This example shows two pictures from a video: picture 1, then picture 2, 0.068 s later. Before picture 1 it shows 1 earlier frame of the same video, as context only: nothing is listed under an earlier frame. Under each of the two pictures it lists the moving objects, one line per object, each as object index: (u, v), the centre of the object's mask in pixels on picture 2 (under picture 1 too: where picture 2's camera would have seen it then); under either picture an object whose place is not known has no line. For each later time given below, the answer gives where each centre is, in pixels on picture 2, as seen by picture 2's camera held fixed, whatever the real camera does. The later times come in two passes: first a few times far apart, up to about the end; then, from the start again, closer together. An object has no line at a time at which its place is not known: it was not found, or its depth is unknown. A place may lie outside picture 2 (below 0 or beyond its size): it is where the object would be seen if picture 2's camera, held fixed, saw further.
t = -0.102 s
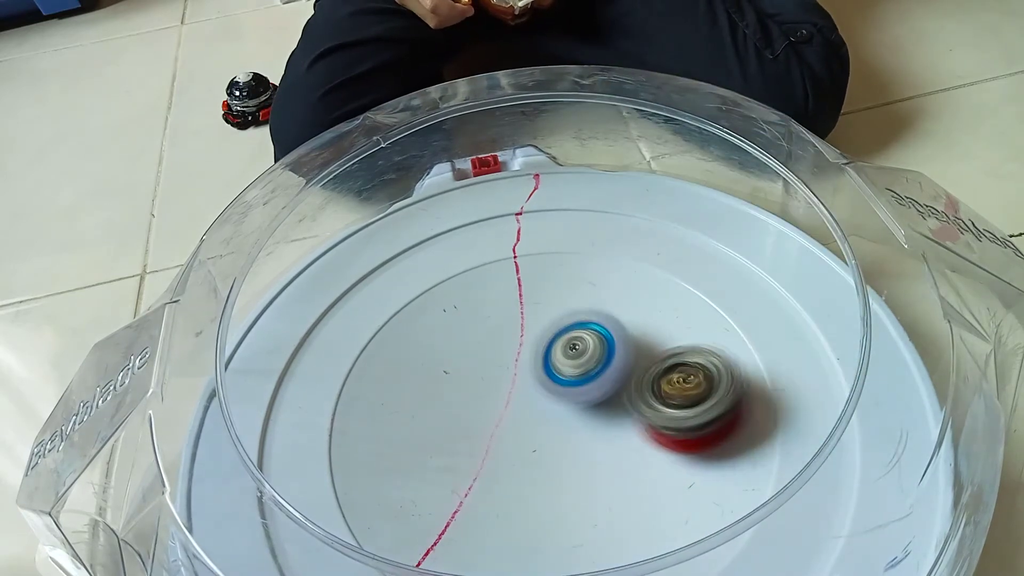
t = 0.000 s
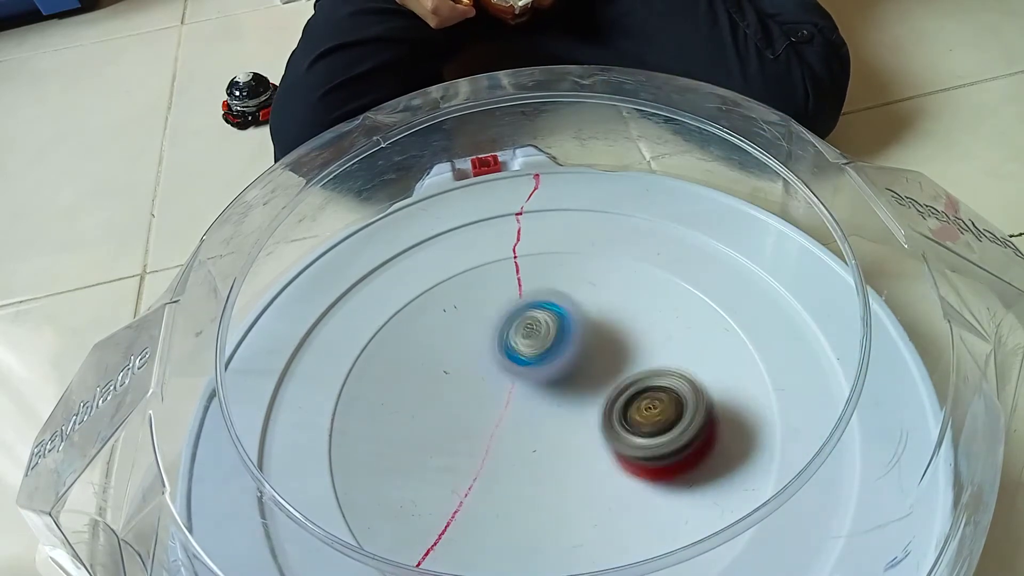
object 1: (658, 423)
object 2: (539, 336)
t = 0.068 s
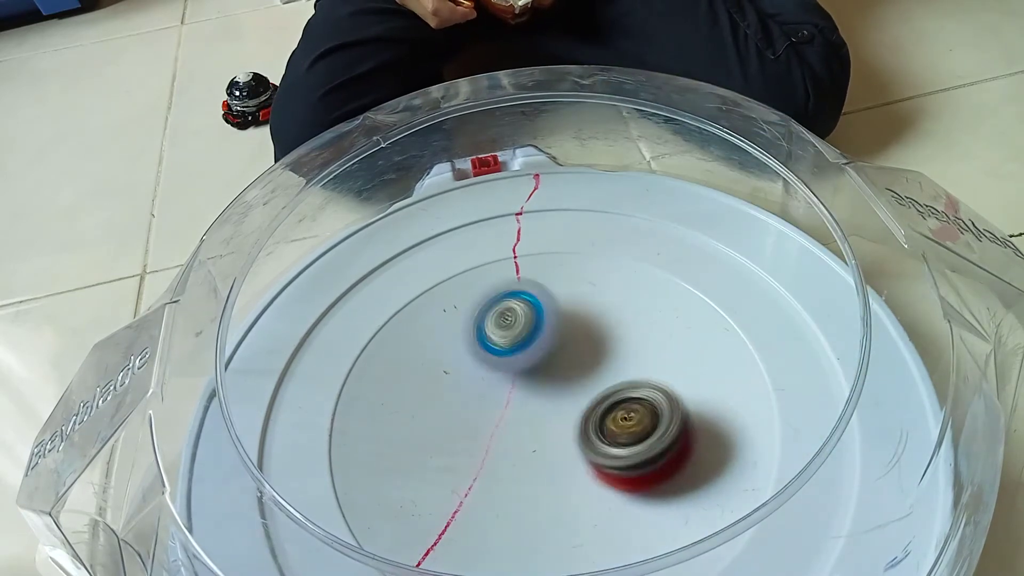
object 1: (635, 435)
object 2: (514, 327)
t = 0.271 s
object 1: (557, 439)
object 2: (495, 314)
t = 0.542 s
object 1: (481, 435)
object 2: (503, 337)
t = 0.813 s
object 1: (504, 448)
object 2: (474, 302)
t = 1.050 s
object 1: (574, 418)
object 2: (476, 340)
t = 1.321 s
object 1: (582, 372)
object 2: (446, 388)
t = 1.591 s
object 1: (591, 377)
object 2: (447, 447)
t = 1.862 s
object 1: (581, 403)
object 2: (450, 472)
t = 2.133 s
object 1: (648, 336)
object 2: (425, 512)
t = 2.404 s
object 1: (618, 356)
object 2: (519, 464)
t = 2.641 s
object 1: (610, 324)
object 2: (514, 497)
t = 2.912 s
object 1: (547, 299)
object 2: (583, 511)
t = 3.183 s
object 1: (497, 257)
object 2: (602, 549)
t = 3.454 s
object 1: (476, 297)
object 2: (588, 489)
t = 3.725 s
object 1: (436, 362)
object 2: (658, 449)
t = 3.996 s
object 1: (457, 444)
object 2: (690, 471)
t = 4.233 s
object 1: (448, 474)
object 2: (630, 449)
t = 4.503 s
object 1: (460, 459)
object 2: (599, 420)
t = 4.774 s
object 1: (460, 463)
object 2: (611, 375)
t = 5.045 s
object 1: (528, 458)
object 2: (573, 366)
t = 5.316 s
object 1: (584, 463)
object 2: (535, 369)
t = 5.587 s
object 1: (626, 450)
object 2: (488, 394)
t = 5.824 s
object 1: (627, 423)
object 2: (486, 408)
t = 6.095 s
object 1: (626, 356)
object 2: (497, 433)
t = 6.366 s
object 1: (601, 342)
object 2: (535, 424)
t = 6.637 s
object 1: (600, 319)
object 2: (513, 460)
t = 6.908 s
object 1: (556, 347)
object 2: (515, 449)
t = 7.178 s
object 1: (524, 338)
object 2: (522, 457)
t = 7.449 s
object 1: (509, 337)
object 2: (555, 422)
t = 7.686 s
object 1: (519, 360)
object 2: (601, 423)
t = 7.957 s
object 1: (496, 405)
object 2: (591, 425)
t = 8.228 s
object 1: (507, 435)
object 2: (580, 385)
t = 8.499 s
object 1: (514, 437)
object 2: (578, 379)
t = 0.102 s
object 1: (622, 439)
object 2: (505, 322)
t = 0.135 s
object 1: (608, 442)
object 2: (500, 319)
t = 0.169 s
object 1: (594, 443)
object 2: (497, 317)
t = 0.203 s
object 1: (580, 443)
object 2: (495, 315)
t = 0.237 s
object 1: (567, 442)
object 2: (494, 314)
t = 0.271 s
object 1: (557, 439)
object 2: (495, 314)
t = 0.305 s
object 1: (546, 437)
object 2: (496, 315)
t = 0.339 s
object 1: (534, 437)
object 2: (498, 316)
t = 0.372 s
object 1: (522, 438)
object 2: (500, 319)
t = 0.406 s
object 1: (513, 437)
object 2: (501, 321)
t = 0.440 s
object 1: (505, 435)
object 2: (503, 325)
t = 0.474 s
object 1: (495, 435)
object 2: (503, 328)
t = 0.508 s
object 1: (487, 436)
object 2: (504, 333)
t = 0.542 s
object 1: (481, 435)
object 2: (503, 337)
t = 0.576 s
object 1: (478, 446)
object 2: (502, 332)
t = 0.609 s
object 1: (477, 455)
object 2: (499, 324)
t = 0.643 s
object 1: (479, 460)
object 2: (495, 318)
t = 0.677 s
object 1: (482, 461)
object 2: (490, 313)
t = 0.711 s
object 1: (486, 461)
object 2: (485, 311)
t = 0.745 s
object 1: (491, 458)
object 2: (481, 307)
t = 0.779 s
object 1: (497, 454)
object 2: (477, 304)
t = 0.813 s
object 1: (504, 448)
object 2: (474, 302)
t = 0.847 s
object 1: (511, 442)
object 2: (474, 303)
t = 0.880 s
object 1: (518, 435)
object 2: (476, 306)
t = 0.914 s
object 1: (525, 430)
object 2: (482, 313)
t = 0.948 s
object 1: (532, 423)
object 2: (485, 320)
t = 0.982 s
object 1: (539, 418)
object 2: (488, 330)
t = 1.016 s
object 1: (557, 417)
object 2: (482, 336)
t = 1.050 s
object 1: (574, 418)
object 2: (476, 340)
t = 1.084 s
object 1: (584, 411)
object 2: (470, 345)
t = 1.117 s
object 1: (591, 401)
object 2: (466, 351)
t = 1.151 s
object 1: (595, 391)
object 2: (461, 358)
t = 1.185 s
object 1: (596, 384)
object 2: (457, 364)
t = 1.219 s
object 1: (594, 378)
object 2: (452, 371)
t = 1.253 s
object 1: (591, 375)
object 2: (449, 376)
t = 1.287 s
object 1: (587, 373)
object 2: (447, 383)
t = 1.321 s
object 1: (582, 372)
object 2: (446, 388)
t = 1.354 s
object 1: (577, 373)
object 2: (446, 394)
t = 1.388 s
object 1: (574, 375)
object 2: (448, 400)
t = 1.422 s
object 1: (571, 378)
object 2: (453, 407)
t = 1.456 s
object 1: (568, 380)
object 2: (459, 414)
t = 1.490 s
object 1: (567, 384)
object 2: (465, 420)
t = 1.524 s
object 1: (575, 381)
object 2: (458, 432)
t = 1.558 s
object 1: (585, 378)
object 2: (453, 440)
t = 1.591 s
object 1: (591, 377)
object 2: (447, 447)
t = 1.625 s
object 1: (595, 378)
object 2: (442, 454)
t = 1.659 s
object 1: (595, 380)
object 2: (437, 459)
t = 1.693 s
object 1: (594, 383)
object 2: (433, 465)
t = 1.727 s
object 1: (592, 387)
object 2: (430, 470)
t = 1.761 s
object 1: (590, 391)
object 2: (430, 473)
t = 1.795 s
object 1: (587, 395)
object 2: (434, 476)
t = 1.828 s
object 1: (584, 399)
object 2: (441, 475)
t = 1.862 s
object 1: (581, 403)
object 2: (450, 472)
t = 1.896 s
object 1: (577, 407)
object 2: (461, 469)
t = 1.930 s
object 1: (573, 411)
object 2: (477, 466)
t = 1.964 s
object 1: (589, 393)
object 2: (463, 478)
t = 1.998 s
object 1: (616, 371)
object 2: (445, 495)
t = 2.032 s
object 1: (633, 354)
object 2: (437, 504)
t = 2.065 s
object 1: (642, 344)
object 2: (433, 510)
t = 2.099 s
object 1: (647, 339)
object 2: (427, 513)
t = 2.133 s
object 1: (648, 336)
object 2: (425, 512)
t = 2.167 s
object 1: (648, 335)
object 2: (429, 511)
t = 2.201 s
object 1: (646, 335)
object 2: (434, 509)
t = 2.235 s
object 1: (643, 336)
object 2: (443, 500)
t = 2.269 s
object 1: (640, 338)
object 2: (457, 494)
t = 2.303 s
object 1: (636, 340)
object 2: (473, 487)
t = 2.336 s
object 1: (631, 344)
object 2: (488, 479)
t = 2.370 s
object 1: (625, 349)
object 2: (501, 471)
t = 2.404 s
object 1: (618, 356)
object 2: (519, 464)
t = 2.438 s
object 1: (609, 364)
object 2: (535, 456)
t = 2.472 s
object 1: (603, 367)
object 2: (538, 456)
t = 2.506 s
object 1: (615, 346)
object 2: (527, 477)
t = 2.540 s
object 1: (620, 334)
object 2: (518, 490)
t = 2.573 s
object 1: (621, 327)
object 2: (513, 496)
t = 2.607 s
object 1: (616, 325)
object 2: (513, 498)
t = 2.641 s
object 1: (610, 324)
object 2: (514, 497)
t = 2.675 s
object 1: (603, 324)
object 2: (516, 490)
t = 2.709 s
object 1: (596, 327)
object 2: (522, 483)
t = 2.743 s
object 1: (588, 331)
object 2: (528, 473)
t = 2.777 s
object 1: (579, 336)
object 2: (537, 464)
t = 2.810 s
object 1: (571, 343)
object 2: (547, 456)
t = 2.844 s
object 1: (562, 349)
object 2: (557, 448)
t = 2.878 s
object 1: (555, 325)
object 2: (570, 471)
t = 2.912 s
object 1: (547, 299)
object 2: (583, 511)
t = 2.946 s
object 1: (539, 280)
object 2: (592, 529)
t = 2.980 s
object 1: (532, 269)
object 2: (596, 538)
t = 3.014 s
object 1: (525, 264)
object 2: (598, 543)
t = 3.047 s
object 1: (518, 261)
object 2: (599, 546)
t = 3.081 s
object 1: (513, 258)
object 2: (599, 549)
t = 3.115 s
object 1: (507, 257)
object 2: (601, 550)
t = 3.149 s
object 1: (502, 256)
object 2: (600, 550)
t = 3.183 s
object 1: (497, 257)
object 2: (602, 549)
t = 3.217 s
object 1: (493, 258)
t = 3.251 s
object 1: (488, 260)
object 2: (602, 545)
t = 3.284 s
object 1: (484, 264)
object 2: (602, 539)
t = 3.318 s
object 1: (480, 269)
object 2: (599, 534)
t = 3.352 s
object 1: (478, 274)
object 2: (598, 528)
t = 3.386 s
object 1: (477, 281)
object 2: (596, 517)
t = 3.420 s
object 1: (476, 289)
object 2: (591, 503)
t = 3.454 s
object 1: (476, 297)
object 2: (588, 489)
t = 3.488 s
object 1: (477, 306)
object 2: (582, 476)
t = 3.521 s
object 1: (477, 316)
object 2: (579, 465)
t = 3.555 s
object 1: (478, 326)
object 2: (573, 451)
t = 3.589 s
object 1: (479, 337)
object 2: (568, 442)
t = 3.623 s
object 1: (481, 352)
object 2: (564, 430)
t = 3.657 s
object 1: (473, 361)
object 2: (581, 430)
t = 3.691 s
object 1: (451, 358)
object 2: (623, 442)
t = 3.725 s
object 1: (436, 362)
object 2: (658, 449)
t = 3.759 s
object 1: (431, 372)
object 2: (682, 452)
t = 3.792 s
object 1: (429, 386)
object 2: (708, 460)
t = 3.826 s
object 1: (431, 399)
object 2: (725, 462)
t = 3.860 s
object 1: (434, 411)
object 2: (729, 459)
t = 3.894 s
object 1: (439, 421)
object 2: (725, 461)
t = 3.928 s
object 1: (445, 430)
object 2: (716, 464)
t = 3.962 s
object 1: (451, 437)
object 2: (704, 468)
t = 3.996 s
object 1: (457, 444)
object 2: (690, 471)
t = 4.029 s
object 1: (462, 450)
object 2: (673, 469)
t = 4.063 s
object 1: (466, 455)
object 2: (658, 468)
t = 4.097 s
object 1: (471, 461)
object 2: (642, 467)
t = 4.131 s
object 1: (476, 466)
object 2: (628, 469)
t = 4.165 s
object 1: (481, 471)
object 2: (610, 467)
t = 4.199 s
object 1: (472, 471)
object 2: (610, 462)
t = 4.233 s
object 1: (448, 474)
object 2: (630, 449)
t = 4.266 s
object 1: (437, 473)
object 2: (645, 438)
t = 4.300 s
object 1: (433, 469)
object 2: (652, 425)
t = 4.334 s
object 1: (435, 465)
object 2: (653, 417)
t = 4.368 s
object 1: (439, 462)
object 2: (646, 413)
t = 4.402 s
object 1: (445, 461)
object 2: (634, 411)
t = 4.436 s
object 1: (450, 460)
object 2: (623, 412)
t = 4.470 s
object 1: (454, 460)
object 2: (611, 416)
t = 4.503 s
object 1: (460, 459)
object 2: (599, 420)
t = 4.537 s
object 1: (466, 459)
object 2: (588, 424)
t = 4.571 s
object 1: (470, 458)
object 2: (580, 421)
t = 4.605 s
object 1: (457, 461)
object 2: (590, 408)
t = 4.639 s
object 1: (445, 464)
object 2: (603, 393)
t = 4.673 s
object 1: (444, 464)
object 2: (609, 383)
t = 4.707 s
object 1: (449, 464)
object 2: (610, 378)
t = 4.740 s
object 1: (454, 464)
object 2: (611, 375)
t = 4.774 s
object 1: (460, 463)
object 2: (611, 375)
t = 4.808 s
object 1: (467, 462)
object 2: (609, 375)
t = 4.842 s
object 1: (474, 462)
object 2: (604, 377)
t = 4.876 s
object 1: (481, 460)
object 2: (598, 379)
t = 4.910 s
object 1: (490, 460)
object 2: (591, 381)
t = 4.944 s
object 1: (498, 459)
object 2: (582, 382)
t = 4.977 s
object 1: (507, 460)
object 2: (579, 379)
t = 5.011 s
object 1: (516, 461)
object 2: (577, 371)
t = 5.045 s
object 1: (528, 458)
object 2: (573, 366)
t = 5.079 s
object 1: (537, 460)
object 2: (569, 363)
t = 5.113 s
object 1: (546, 463)
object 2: (567, 359)
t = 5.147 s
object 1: (555, 465)
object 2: (563, 358)
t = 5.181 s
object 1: (561, 465)
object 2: (556, 359)
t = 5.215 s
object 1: (568, 465)
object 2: (551, 361)
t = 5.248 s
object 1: (574, 465)
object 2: (545, 363)
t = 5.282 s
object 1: (579, 464)
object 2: (540, 366)
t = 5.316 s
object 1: (584, 463)
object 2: (535, 369)
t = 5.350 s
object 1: (589, 462)
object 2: (530, 373)
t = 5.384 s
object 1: (594, 461)
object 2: (526, 378)
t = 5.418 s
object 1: (599, 458)
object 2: (522, 383)
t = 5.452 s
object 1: (602, 455)
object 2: (519, 387)
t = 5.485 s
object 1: (605, 452)
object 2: (516, 392)
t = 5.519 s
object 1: (610, 450)
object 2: (511, 396)
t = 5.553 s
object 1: (621, 451)
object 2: (499, 393)
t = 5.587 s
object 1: (626, 450)
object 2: (488, 394)
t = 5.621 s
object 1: (628, 448)
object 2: (484, 395)
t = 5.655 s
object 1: (631, 443)
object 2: (481, 395)
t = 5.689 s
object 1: (633, 440)
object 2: (479, 396)
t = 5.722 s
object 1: (632, 435)
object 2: (476, 397)
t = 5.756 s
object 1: (631, 431)
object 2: (478, 401)
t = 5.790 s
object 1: (629, 427)
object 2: (481, 403)
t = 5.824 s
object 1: (627, 423)
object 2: (486, 408)
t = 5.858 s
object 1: (624, 419)
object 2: (492, 412)
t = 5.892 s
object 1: (622, 415)
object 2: (498, 414)
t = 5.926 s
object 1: (619, 411)
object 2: (503, 417)
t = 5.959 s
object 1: (618, 399)
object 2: (508, 420)
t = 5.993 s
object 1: (624, 387)
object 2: (499, 422)
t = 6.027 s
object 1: (629, 374)
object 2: (495, 426)
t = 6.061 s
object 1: (630, 364)
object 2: (497, 431)
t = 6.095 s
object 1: (626, 356)
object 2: (497, 433)
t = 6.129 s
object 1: (624, 352)
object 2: (499, 434)
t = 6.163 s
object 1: (621, 350)
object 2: (501, 432)
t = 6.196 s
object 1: (617, 347)
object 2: (504, 431)
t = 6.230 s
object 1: (614, 346)
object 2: (514, 432)
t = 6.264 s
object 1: (611, 345)
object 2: (521, 432)
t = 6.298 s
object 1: (608, 342)
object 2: (525, 431)
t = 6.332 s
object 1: (605, 342)
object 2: (529, 428)
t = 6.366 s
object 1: (601, 342)
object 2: (535, 424)
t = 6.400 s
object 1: (599, 339)
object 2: (537, 428)
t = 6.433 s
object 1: (607, 324)
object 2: (529, 446)
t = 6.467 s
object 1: (610, 316)
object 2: (517, 456)
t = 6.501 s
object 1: (611, 314)
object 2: (516, 460)
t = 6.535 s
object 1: (611, 314)
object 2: (516, 463)
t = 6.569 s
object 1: (606, 315)
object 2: (512, 465)
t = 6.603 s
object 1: (603, 317)
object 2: (509, 463)
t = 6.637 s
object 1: (600, 319)
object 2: (513, 460)
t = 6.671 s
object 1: (597, 321)
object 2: (514, 459)
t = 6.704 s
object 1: (593, 323)
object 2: (514, 452)
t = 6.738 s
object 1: (589, 326)
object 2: (519, 445)
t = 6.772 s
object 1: (583, 331)
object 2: (522, 443)
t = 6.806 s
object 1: (576, 338)
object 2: (520, 437)
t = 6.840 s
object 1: (567, 345)
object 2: (522, 431)
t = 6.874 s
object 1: (561, 346)
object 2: (521, 439)
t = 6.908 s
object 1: (556, 347)
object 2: (515, 449)
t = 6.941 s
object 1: (550, 349)
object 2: (513, 451)
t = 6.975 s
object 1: (545, 351)
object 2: (516, 448)
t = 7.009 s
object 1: (542, 352)
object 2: (516, 445)
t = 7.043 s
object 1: (539, 349)
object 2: (514, 445)
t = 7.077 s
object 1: (535, 347)
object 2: (518, 445)
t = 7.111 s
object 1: (530, 349)
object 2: (518, 445)
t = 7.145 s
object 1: (527, 347)
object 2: (518, 442)
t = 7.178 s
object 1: (524, 338)
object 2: (522, 457)
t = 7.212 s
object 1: (520, 330)
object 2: (522, 456)
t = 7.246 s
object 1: (519, 326)
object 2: (532, 459)
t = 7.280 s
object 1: (517, 324)
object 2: (529, 455)
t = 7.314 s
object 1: (514, 325)
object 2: (534, 450)
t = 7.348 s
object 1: (511, 327)
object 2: (534, 443)
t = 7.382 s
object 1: (508, 329)
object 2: (545, 437)
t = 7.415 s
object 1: (506, 333)
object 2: (545, 429)
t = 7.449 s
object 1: (509, 337)
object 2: (555, 422)
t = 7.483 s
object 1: (510, 339)
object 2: (559, 420)
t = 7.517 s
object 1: (512, 340)
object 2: (572, 416)
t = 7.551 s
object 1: (516, 344)
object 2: (571, 417)
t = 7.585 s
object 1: (518, 349)
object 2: (583, 420)
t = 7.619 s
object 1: (518, 352)
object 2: (589, 419)
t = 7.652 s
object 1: (519, 355)
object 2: (595, 428)
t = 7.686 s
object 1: (519, 360)
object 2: (601, 423)
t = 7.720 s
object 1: (516, 366)
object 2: (601, 423)
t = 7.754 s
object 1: (513, 373)
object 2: (612, 429)
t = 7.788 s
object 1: (512, 378)
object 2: (619, 429)
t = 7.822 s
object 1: (509, 383)
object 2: (614, 431)
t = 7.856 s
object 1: (507, 387)
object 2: (606, 430)
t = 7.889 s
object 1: (506, 394)
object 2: (597, 429)
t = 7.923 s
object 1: (504, 399)
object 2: (591, 425)
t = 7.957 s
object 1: (496, 405)
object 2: (591, 425)
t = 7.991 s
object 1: (493, 413)
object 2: (590, 420)
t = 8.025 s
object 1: (495, 419)
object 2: (589, 415)
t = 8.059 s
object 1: (499, 424)
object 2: (589, 408)
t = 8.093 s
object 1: (500, 428)
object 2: (587, 403)
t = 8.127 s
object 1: (501, 431)
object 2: (585, 399)
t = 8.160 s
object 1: (503, 433)
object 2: (583, 395)
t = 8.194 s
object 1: (505, 434)
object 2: (582, 388)
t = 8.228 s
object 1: (507, 435)
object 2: (580, 385)
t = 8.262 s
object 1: (509, 436)
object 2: (578, 382)
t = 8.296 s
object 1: (511, 436)
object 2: (577, 380)
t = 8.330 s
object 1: (513, 437)
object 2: (575, 378)
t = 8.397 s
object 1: (514, 437)
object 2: (576, 378)
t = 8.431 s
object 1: (514, 437)
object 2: (577, 378)
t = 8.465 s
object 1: (514, 437)
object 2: (577, 379)
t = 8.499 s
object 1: (514, 437)
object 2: (578, 379)
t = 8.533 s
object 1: (514, 437)
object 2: (578, 380)
